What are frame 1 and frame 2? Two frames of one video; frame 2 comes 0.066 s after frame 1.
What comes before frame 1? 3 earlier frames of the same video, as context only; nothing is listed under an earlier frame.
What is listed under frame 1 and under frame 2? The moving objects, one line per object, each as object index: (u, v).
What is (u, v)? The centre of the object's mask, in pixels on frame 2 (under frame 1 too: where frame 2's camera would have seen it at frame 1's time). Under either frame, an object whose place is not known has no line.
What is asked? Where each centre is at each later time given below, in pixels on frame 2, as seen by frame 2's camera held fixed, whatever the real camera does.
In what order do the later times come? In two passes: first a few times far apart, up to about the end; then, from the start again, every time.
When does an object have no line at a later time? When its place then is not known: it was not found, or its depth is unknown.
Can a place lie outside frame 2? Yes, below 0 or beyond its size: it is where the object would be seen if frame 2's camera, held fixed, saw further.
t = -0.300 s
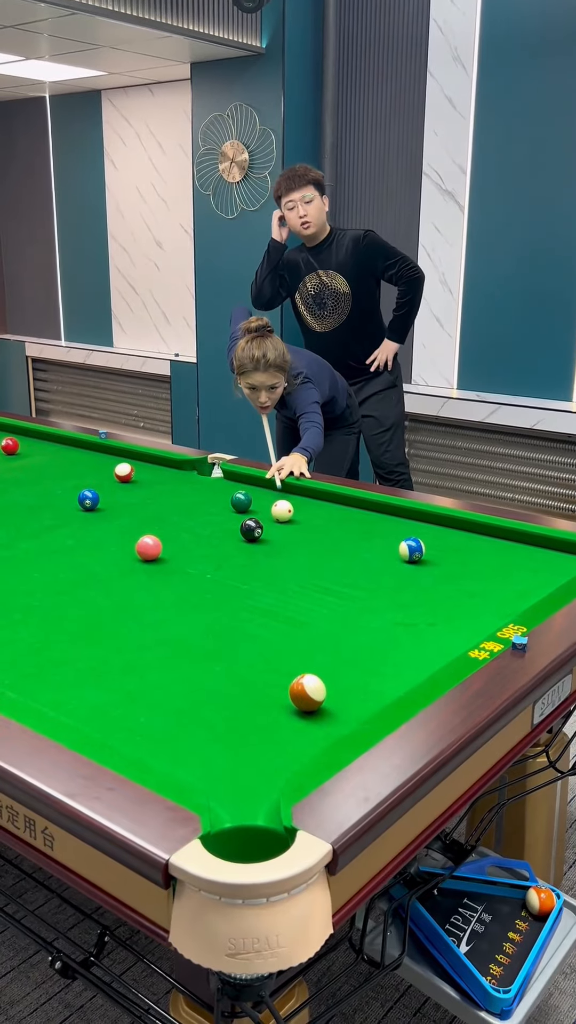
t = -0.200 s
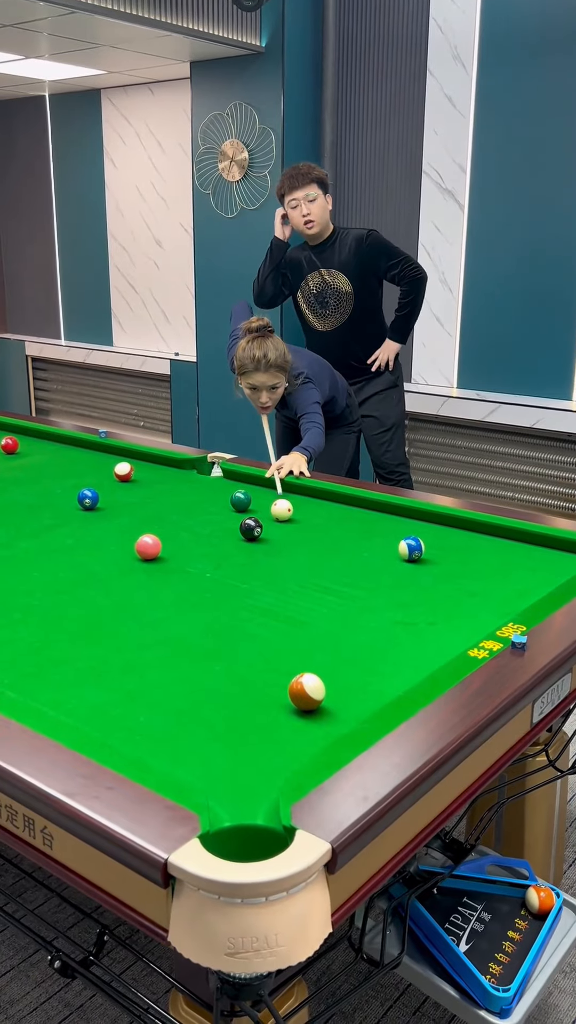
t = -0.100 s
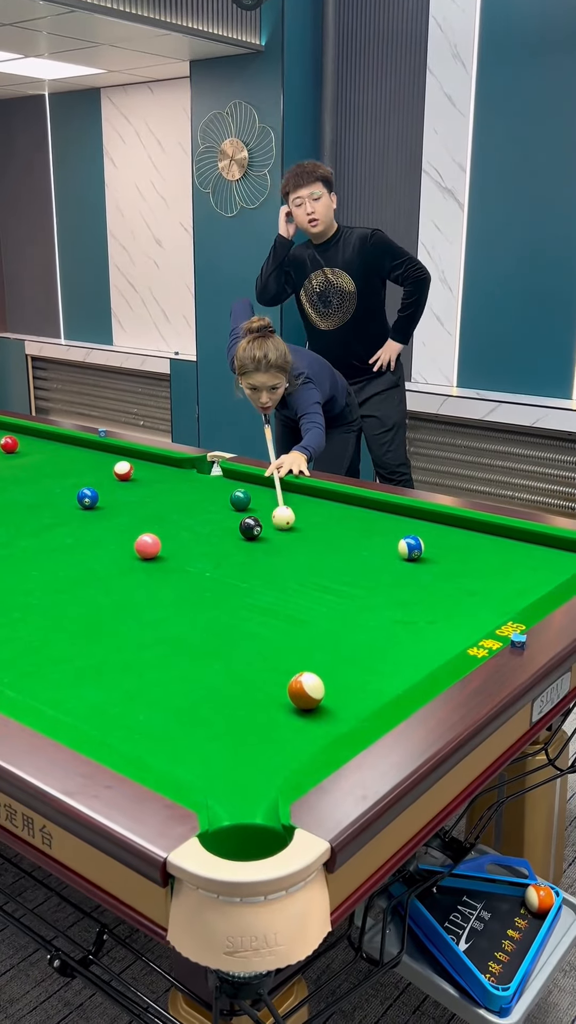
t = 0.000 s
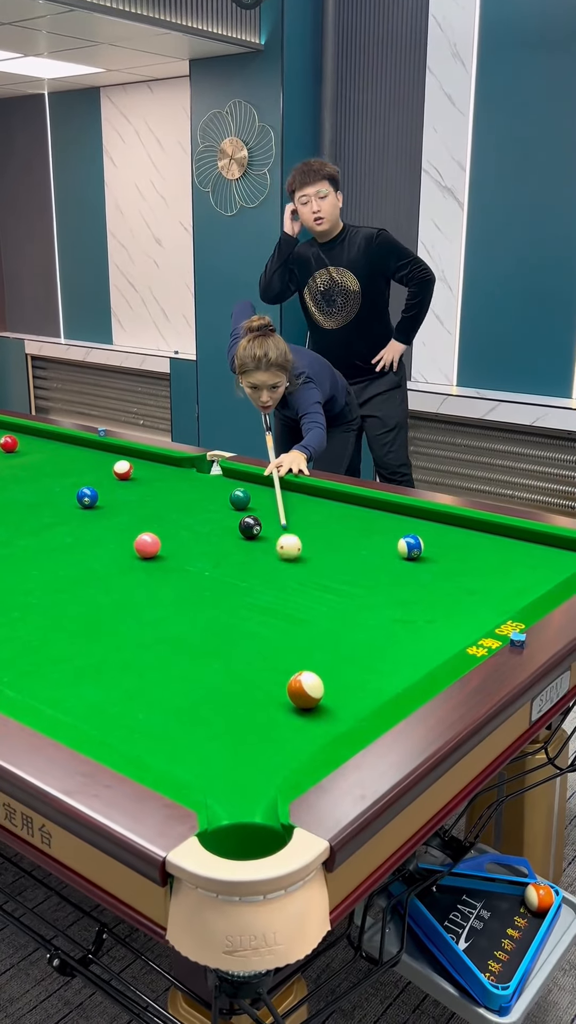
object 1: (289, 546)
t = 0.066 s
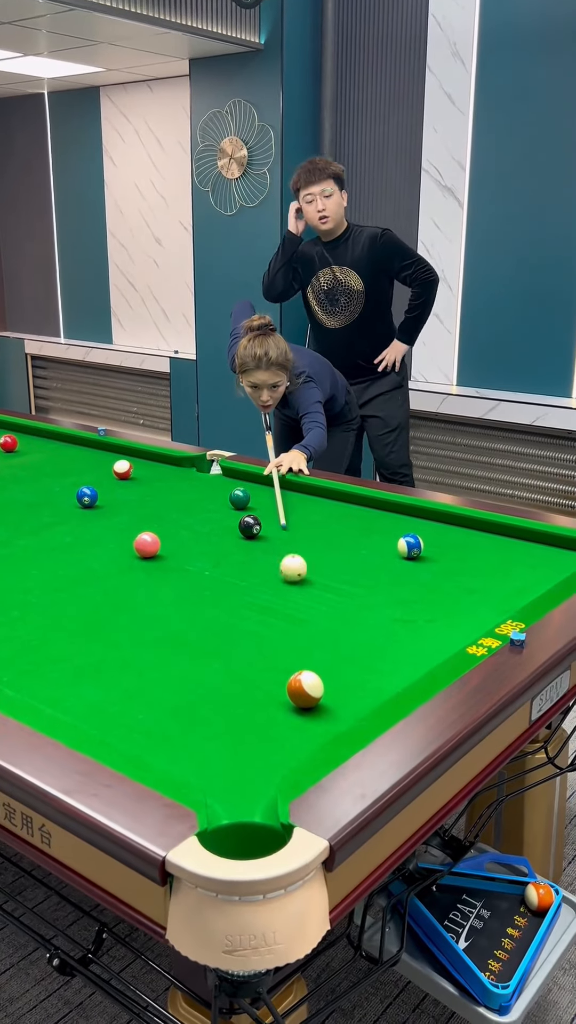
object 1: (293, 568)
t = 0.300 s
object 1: (313, 657)
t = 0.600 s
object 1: (379, 685)
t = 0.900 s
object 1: (351, 660)
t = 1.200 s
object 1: (330, 639)
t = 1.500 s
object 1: (313, 620)
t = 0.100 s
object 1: (295, 579)
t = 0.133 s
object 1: (298, 592)
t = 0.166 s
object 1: (301, 604)
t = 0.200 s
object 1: (304, 617)
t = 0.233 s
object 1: (307, 631)
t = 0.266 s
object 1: (309, 644)
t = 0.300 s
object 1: (313, 657)
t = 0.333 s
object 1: (319, 668)
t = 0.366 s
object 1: (328, 676)
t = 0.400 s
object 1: (339, 678)
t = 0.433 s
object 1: (349, 681)
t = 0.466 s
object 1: (359, 683)
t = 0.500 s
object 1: (369, 686)
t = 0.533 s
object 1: (378, 687)
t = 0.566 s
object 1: (383, 687)
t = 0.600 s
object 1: (379, 685)
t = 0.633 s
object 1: (375, 682)
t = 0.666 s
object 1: (372, 680)
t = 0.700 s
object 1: (369, 677)
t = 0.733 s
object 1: (366, 674)
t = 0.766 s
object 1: (363, 671)
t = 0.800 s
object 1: (360, 668)
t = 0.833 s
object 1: (357, 665)
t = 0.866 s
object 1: (354, 663)
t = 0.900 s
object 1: (351, 660)
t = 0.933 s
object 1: (349, 657)
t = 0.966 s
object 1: (346, 655)
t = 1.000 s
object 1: (344, 652)
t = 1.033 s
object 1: (341, 650)
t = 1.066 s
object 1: (339, 648)
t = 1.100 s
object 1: (337, 645)
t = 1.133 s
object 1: (334, 643)
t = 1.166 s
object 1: (332, 641)
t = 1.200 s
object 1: (330, 639)
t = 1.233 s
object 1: (328, 636)
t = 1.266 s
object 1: (326, 634)
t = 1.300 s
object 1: (324, 632)
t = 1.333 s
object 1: (322, 630)
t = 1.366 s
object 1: (320, 628)
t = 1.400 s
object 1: (318, 626)
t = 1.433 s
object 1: (317, 624)
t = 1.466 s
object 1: (315, 622)
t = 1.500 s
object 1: (313, 620)
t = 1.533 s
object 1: (312, 618)
